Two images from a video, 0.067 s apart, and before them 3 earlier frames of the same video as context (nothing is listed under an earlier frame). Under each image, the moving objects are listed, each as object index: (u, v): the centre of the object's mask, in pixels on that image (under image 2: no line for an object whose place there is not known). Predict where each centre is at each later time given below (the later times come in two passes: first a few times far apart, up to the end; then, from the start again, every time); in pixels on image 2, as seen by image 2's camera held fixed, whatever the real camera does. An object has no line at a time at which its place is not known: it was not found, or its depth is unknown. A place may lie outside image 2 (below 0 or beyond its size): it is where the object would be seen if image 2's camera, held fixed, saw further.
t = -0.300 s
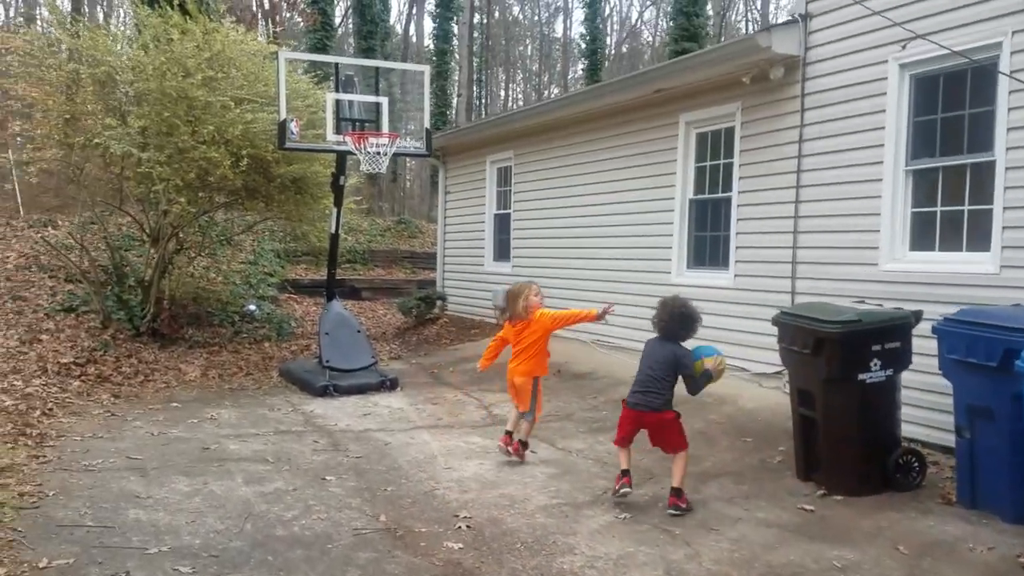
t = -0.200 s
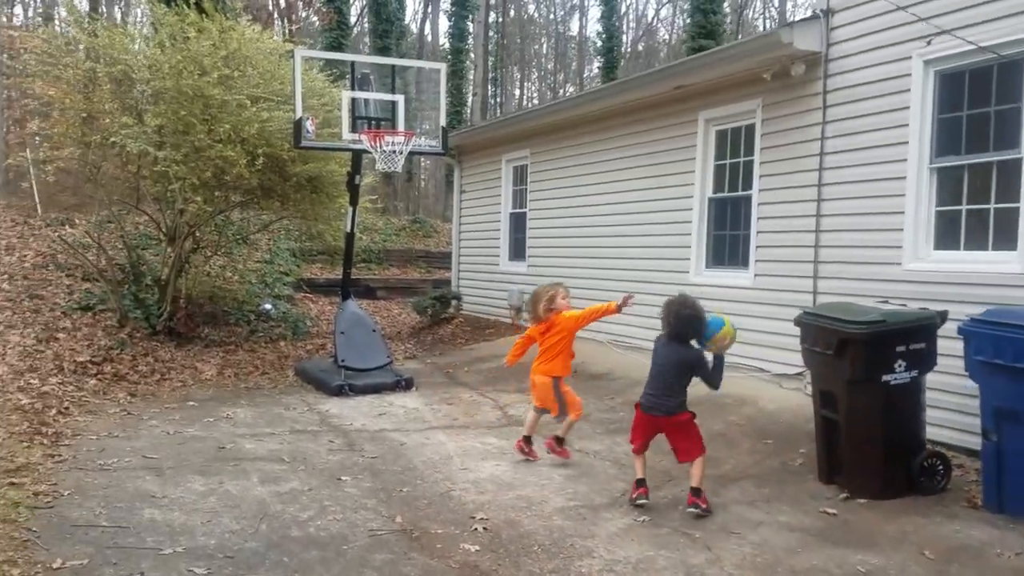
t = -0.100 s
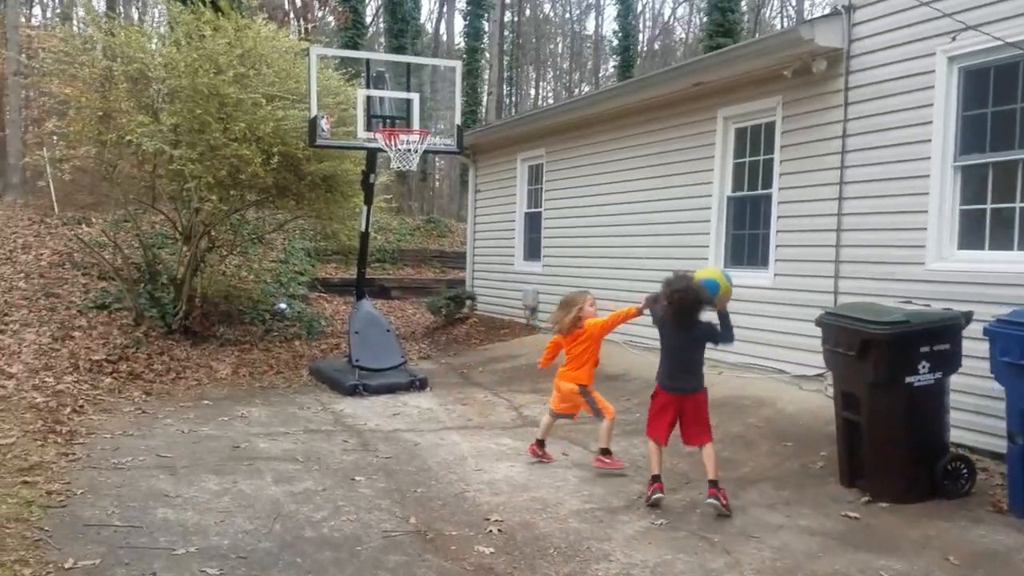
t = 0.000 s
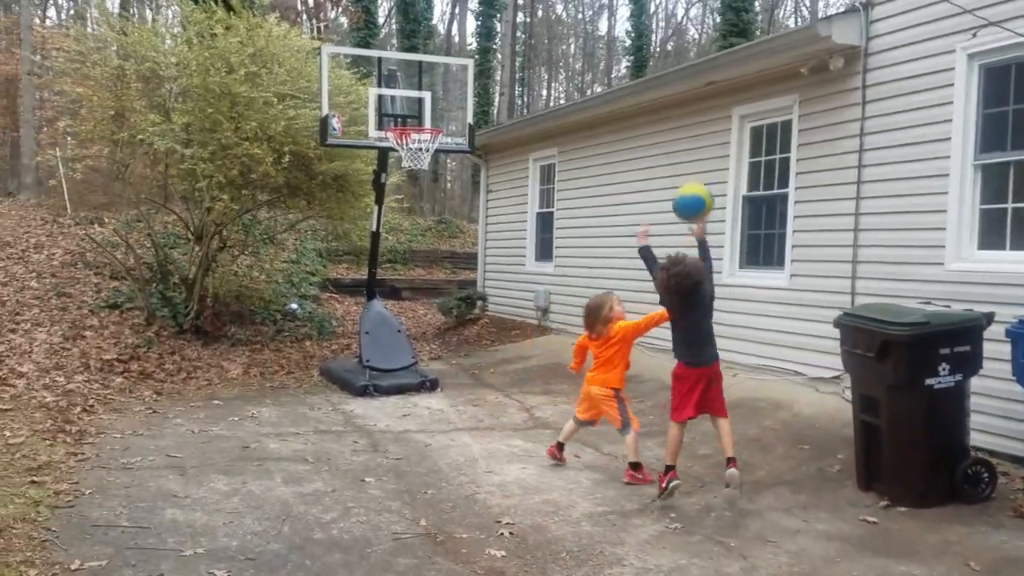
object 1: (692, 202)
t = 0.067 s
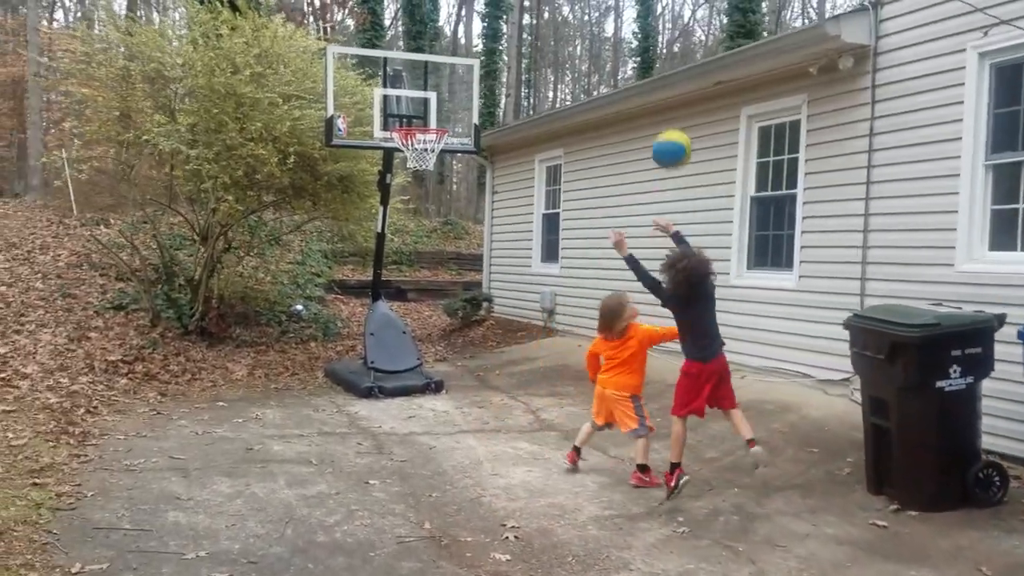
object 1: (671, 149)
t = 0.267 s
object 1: (593, 49)
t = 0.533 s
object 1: (504, 27)
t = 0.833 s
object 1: (428, 108)
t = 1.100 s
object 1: (391, 66)
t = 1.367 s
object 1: (352, 74)
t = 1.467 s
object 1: (336, 104)
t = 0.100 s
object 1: (657, 126)
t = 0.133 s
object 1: (644, 105)
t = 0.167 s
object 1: (631, 88)
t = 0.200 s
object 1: (619, 73)
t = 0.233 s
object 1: (607, 60)
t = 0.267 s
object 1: (593, 49)
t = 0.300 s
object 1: (581, 41)
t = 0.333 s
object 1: (569, 34)
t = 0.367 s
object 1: (557, 29)
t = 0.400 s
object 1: (545, 25)
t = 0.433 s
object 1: (535, 23)
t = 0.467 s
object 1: (524, 23)
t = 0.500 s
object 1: (515, 24)
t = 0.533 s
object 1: (504, 27)
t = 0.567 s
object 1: (494, 31)
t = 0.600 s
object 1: (486, 36)
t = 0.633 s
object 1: (478, 43)
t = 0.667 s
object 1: (469, 51)
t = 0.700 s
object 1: (460, 60)
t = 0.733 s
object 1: (451, 71)
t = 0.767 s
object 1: (443, 82)
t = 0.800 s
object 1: (435, 95)
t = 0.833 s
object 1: (428, 108)
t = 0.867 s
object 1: (419, 119)
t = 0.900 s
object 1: (415, 115)
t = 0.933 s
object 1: (413, 103)
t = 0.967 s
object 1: (408, 93)
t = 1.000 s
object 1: (404, 84)
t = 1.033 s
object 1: (400, 77)
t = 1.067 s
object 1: (395, 72)
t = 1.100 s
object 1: (391, 66)
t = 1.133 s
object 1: (386, 62)
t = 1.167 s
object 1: (382, 60)
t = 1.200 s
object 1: (377, 58)
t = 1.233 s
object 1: (373, 59)
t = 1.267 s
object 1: (368, 61)
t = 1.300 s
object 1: (363, 65)
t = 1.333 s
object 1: (358, 69)
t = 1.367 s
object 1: (352, 74)
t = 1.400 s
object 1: (346, 82)
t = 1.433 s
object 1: (342, 93)
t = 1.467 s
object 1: (336, 104)
